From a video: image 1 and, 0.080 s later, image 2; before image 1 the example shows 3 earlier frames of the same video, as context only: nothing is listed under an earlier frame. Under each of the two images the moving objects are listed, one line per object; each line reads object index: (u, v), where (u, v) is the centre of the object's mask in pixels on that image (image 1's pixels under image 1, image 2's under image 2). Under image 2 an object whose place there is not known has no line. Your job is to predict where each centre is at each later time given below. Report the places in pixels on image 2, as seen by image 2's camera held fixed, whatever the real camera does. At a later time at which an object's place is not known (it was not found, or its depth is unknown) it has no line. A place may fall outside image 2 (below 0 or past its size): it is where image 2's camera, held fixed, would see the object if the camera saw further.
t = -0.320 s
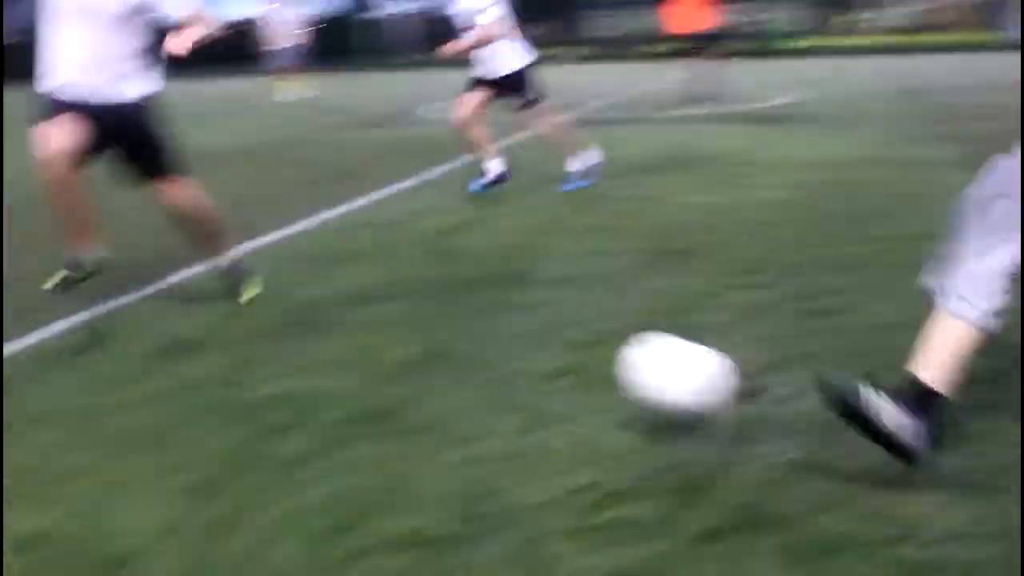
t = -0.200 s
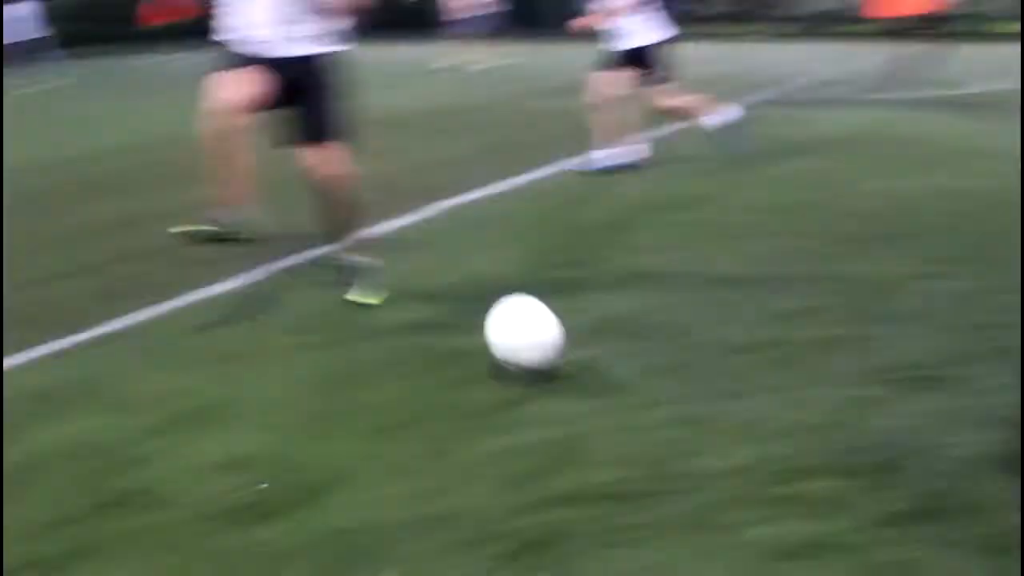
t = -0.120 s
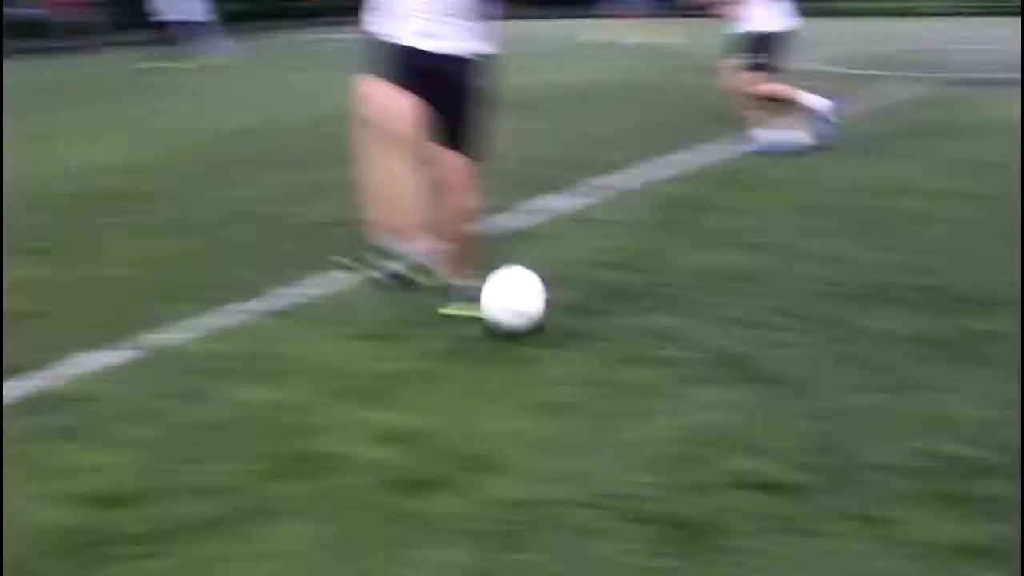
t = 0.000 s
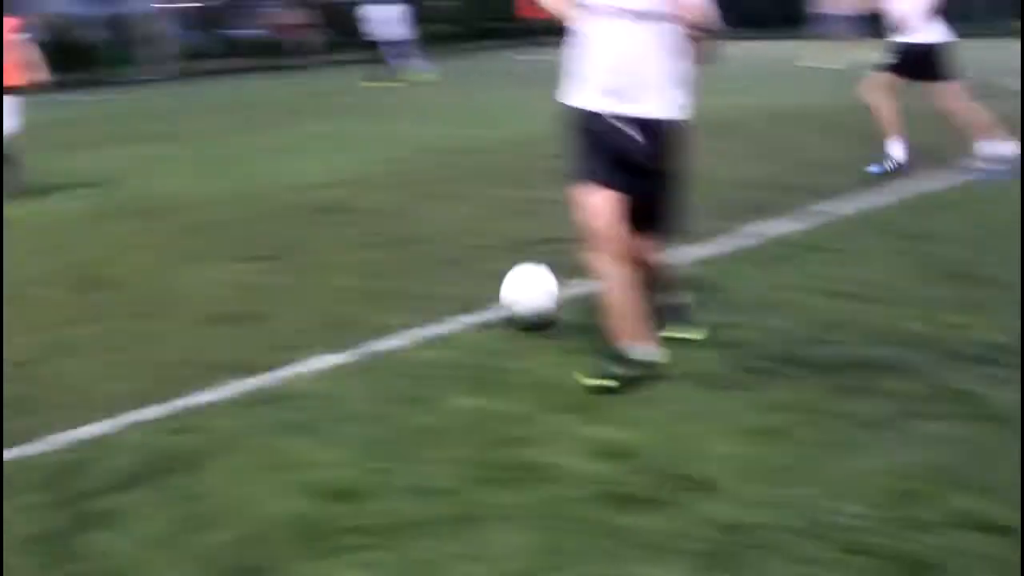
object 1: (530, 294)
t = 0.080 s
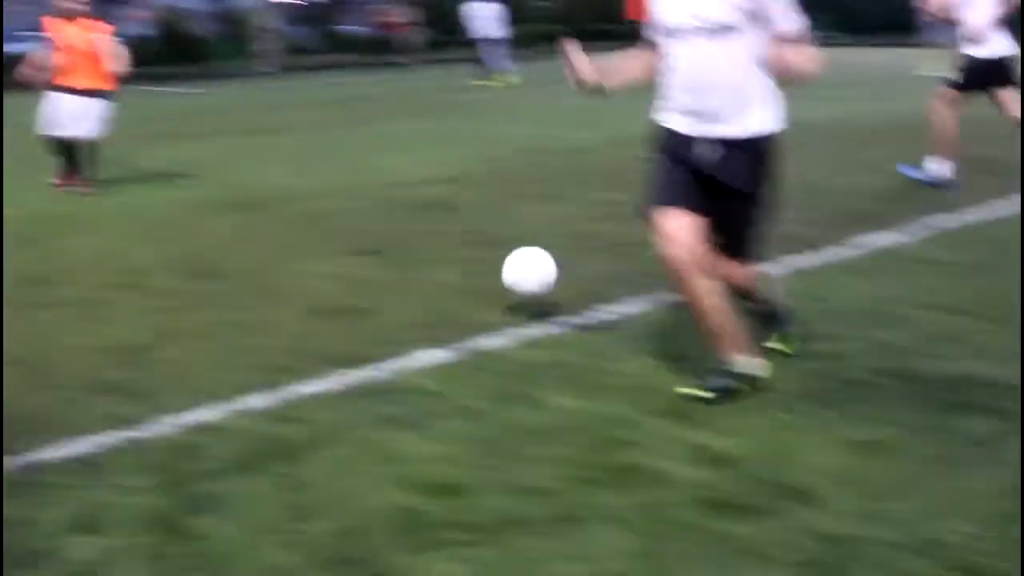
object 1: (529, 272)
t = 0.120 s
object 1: (485, 265)
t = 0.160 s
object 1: (441, 264)
